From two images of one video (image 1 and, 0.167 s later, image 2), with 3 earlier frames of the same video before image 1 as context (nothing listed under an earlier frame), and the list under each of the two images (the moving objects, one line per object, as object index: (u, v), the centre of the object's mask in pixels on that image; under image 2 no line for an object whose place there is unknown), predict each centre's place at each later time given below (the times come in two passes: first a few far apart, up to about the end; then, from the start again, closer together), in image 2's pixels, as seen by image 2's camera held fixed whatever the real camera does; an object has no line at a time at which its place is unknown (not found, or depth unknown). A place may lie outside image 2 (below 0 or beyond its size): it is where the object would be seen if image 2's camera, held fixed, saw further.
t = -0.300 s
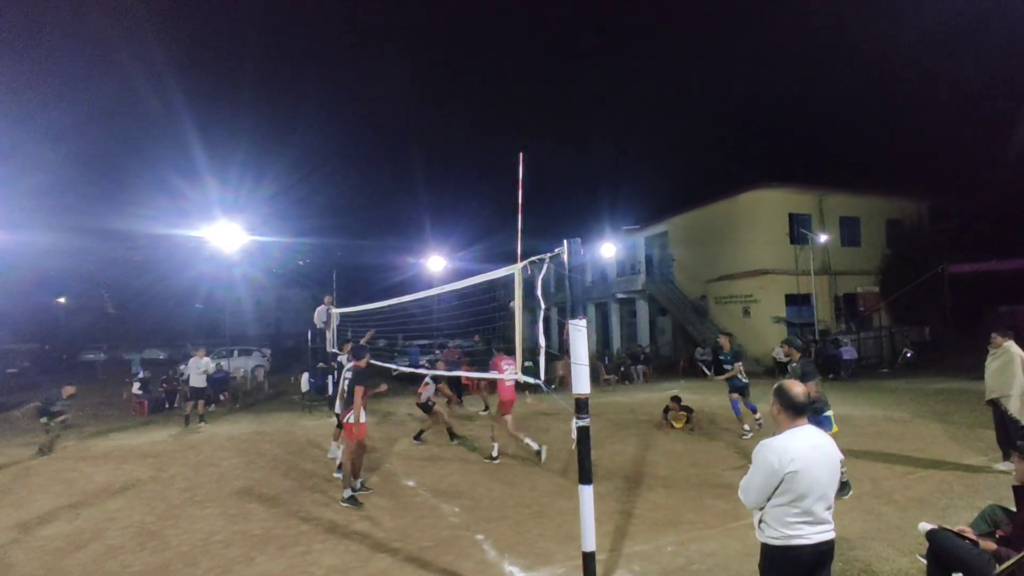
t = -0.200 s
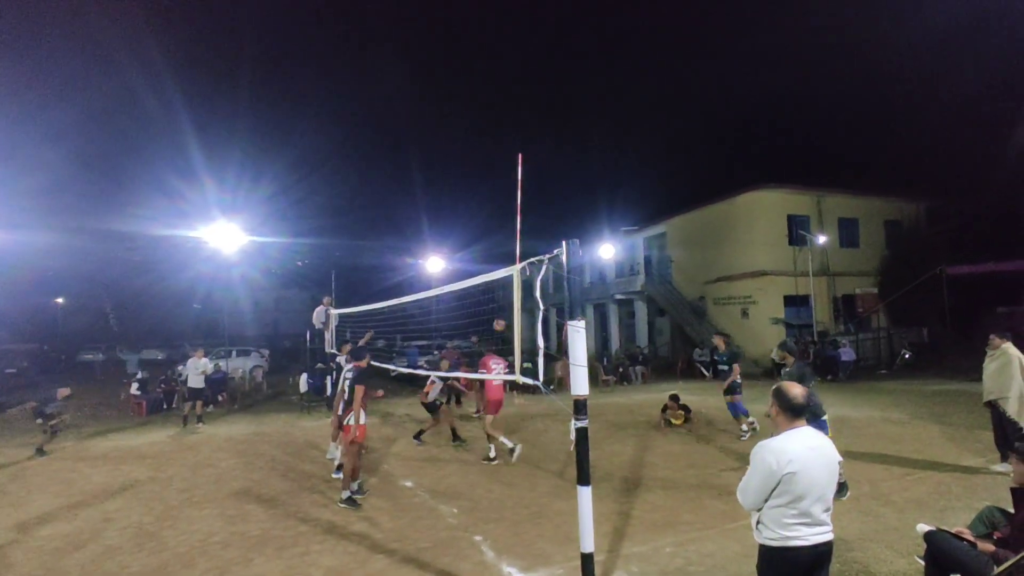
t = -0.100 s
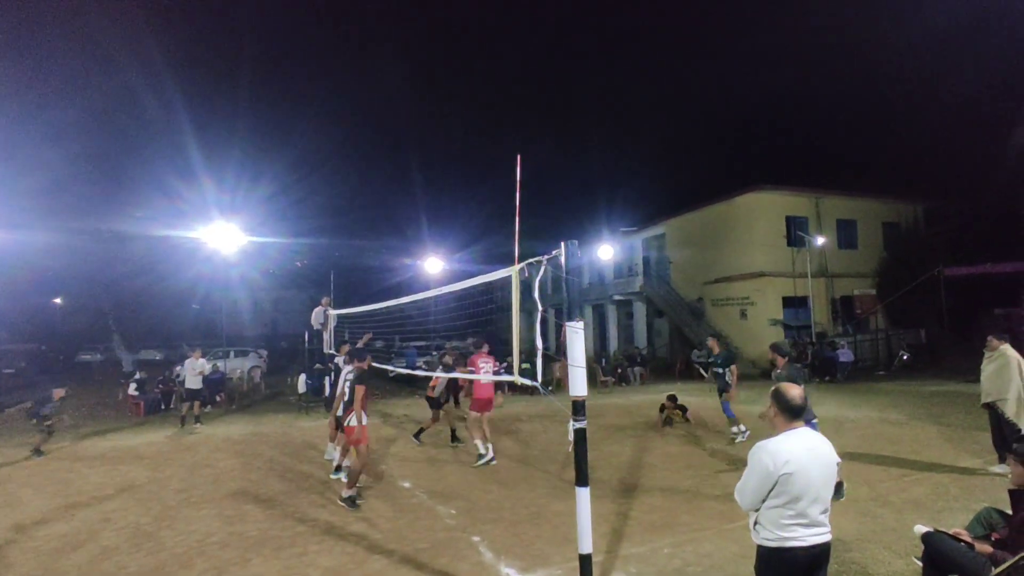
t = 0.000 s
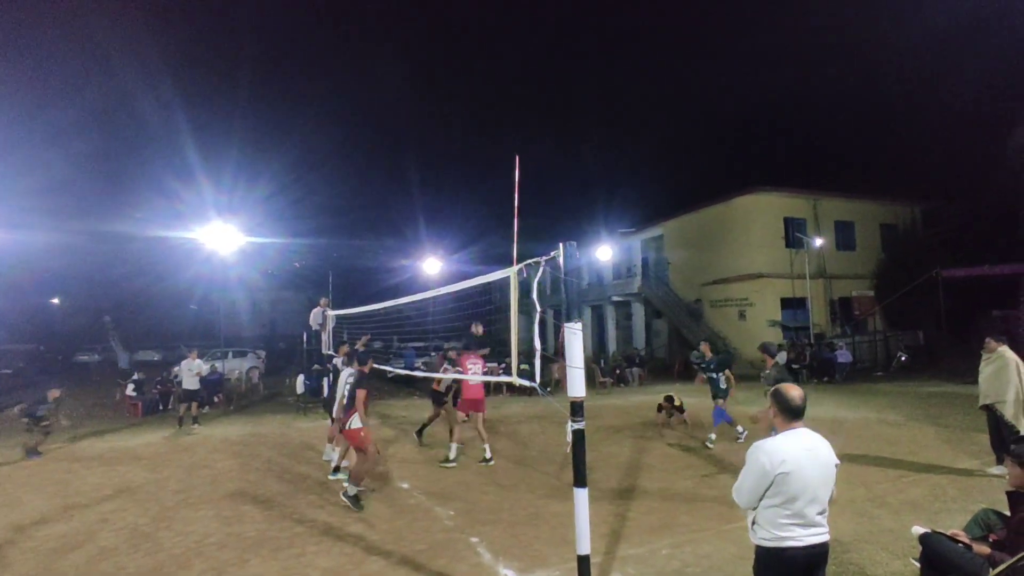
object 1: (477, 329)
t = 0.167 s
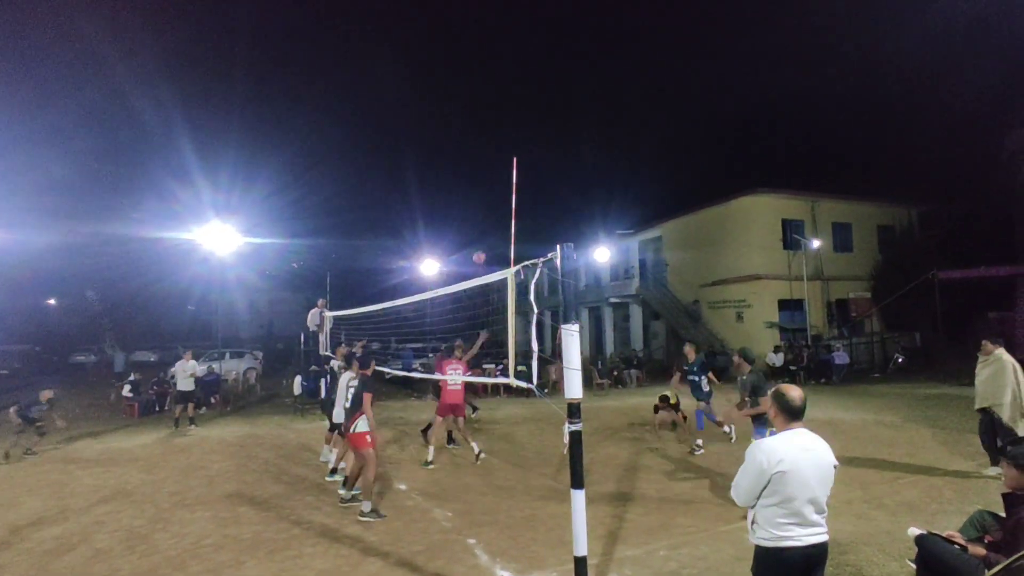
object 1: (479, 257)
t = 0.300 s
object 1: (482, 208)
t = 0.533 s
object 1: (488, 142)
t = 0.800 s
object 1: (494, 100)
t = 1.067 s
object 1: (503, 99)
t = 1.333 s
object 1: (515, 146)
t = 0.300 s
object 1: (482, 208)
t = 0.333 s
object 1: (483, 197)
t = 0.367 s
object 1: (484, 187)
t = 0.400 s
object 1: (485, 177)
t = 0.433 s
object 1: (486, 167)
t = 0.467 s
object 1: (486, 158)
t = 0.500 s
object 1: (487, 150)
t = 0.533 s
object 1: (488, 142)
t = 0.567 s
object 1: (489, 135)
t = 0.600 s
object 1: (490, 128)
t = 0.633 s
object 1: (490, 122)
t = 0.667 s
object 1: (491, 117)
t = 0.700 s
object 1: (492, 112)
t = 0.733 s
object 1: (493, 107)
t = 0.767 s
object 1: (493, 103)
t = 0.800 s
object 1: (494, 100)
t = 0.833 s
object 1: (495, 98)
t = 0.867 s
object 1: (496, 96)
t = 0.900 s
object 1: (497, 95)
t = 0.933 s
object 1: (499, 95)
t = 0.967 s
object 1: (500, 95)
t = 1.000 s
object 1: (501, 95)
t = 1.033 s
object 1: (502, 96)
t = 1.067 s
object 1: (503, 99)
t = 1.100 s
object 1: (504, 102)
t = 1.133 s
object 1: (505, 106)
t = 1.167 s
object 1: (507, 111)
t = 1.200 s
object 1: (508, 116)
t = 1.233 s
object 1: (509, 122)
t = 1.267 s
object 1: (511, 129)
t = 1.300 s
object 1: (512, 137)
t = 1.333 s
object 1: (515, 146)
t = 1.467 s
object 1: (522, 191)
